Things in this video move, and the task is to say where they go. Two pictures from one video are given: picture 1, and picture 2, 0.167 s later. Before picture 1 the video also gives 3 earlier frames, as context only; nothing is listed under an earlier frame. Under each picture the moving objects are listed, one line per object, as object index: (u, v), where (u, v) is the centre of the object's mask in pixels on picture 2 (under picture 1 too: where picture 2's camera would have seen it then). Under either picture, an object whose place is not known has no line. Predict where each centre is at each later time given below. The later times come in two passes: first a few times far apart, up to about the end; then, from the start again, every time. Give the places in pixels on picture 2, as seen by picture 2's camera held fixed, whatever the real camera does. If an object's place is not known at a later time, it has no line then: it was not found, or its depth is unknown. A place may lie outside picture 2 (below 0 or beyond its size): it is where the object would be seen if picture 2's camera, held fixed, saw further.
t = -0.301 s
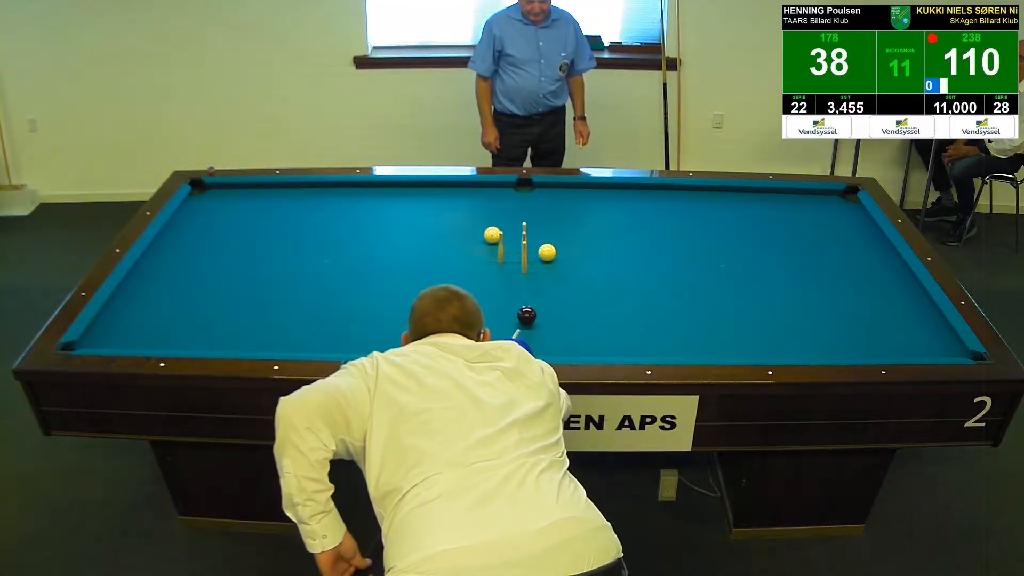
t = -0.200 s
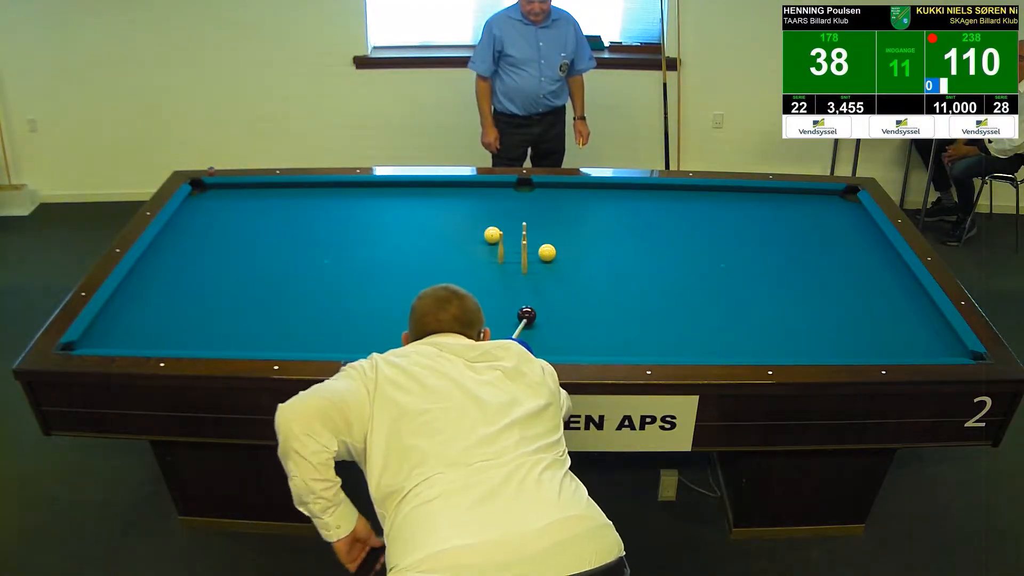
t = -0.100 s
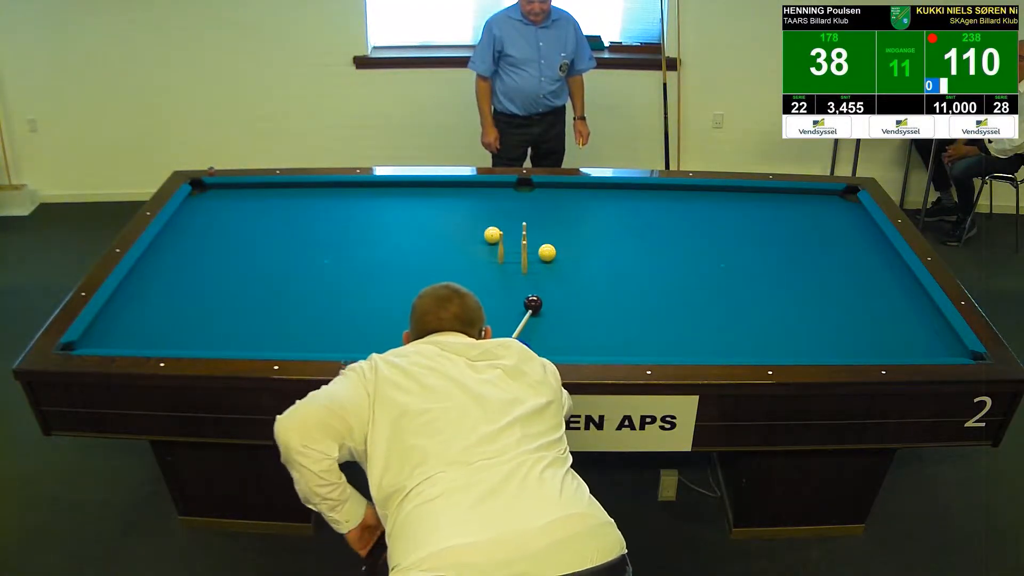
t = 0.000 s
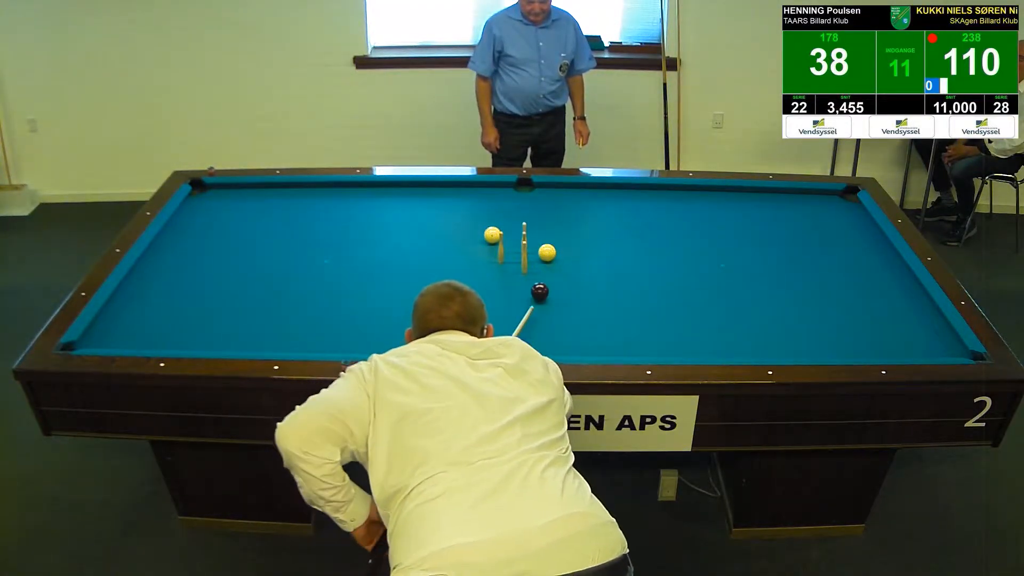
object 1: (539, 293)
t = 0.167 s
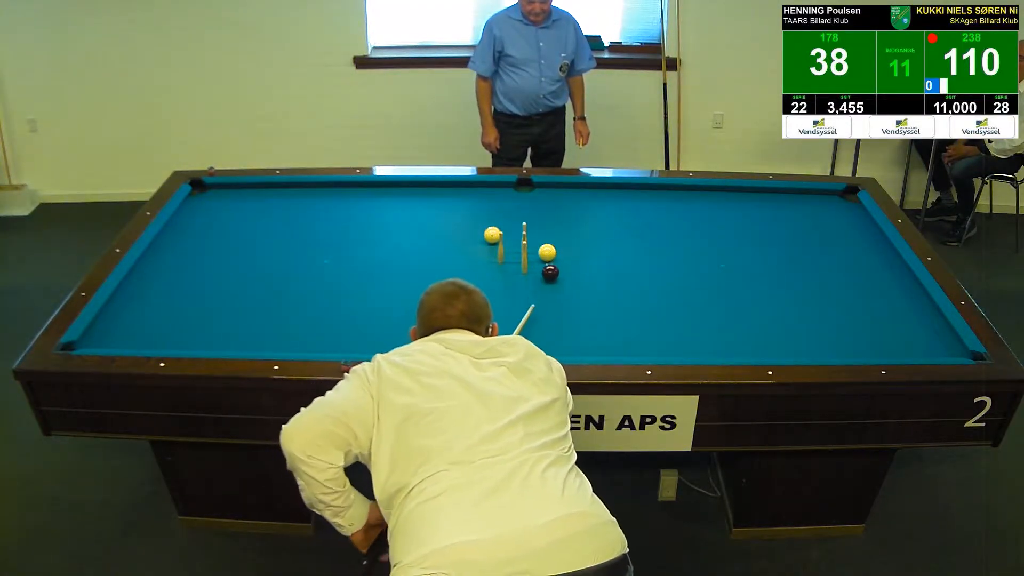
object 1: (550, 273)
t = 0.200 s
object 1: (552, 270)
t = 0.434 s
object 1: (576, 252)
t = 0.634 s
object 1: (599, 241)
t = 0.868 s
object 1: (624, 229)
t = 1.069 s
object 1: (644, 220)
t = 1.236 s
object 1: (660, 213)
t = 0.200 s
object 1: (552, 270)
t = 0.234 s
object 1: (554, 266)
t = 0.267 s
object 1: (556, 262)
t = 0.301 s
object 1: (558, 260)
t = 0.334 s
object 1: (563, 258)
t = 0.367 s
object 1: (567, 256)
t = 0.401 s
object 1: (571, 254)
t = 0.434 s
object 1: (576, 252)
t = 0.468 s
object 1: (579, 250)
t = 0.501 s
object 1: (583, 248)
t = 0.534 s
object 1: (587, 247)
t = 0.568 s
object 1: (591, 245)
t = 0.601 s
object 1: (595, 243)
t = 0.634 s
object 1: (599, 241)
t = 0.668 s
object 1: (603, 239)
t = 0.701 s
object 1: (606, 238)
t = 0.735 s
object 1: (610, 236)
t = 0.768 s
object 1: (613, 234)
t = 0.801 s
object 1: (617, 232)
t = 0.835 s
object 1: (621, 231)
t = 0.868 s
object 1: (624, 229)
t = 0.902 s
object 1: (628, 228)
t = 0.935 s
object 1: (631, 226)
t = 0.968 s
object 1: (635, 225)
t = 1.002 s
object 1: (638, 223)
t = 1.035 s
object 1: (641, 222)
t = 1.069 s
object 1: (644, 220)
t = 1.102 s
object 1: (648, 219)
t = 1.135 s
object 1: (651, 217)
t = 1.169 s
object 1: (654, 216)
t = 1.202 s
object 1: (657, 214)
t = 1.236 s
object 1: (660, 213)
